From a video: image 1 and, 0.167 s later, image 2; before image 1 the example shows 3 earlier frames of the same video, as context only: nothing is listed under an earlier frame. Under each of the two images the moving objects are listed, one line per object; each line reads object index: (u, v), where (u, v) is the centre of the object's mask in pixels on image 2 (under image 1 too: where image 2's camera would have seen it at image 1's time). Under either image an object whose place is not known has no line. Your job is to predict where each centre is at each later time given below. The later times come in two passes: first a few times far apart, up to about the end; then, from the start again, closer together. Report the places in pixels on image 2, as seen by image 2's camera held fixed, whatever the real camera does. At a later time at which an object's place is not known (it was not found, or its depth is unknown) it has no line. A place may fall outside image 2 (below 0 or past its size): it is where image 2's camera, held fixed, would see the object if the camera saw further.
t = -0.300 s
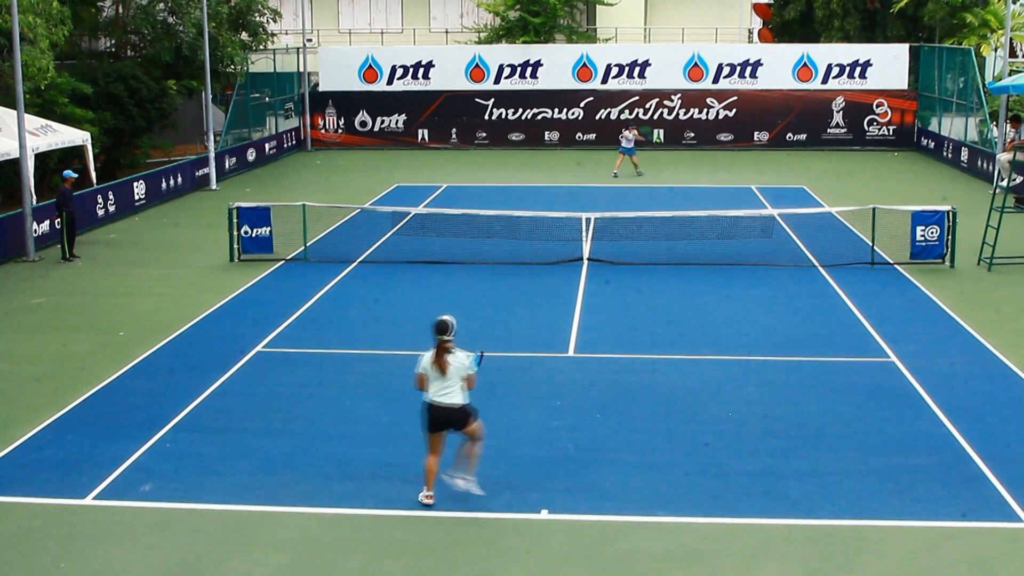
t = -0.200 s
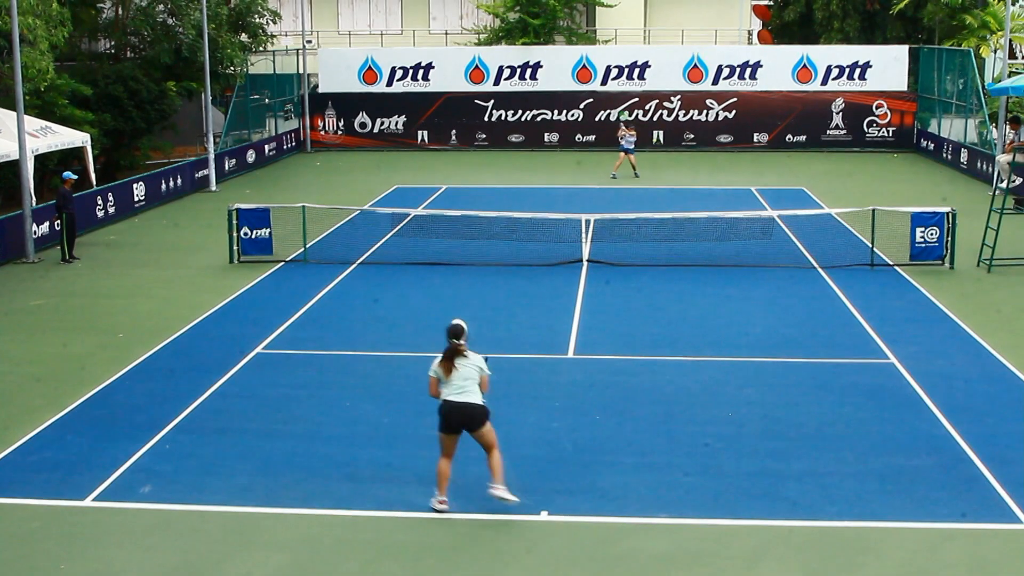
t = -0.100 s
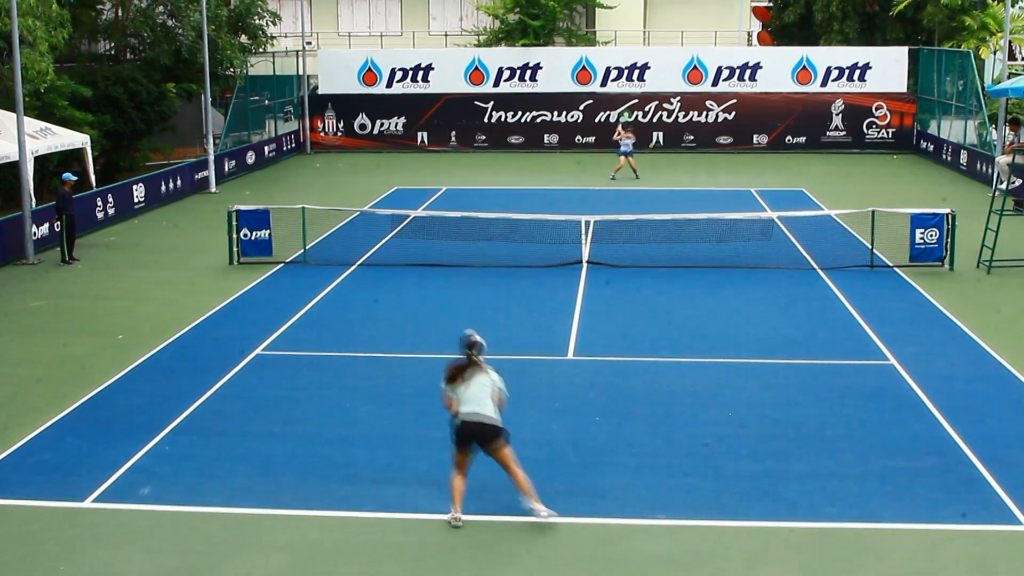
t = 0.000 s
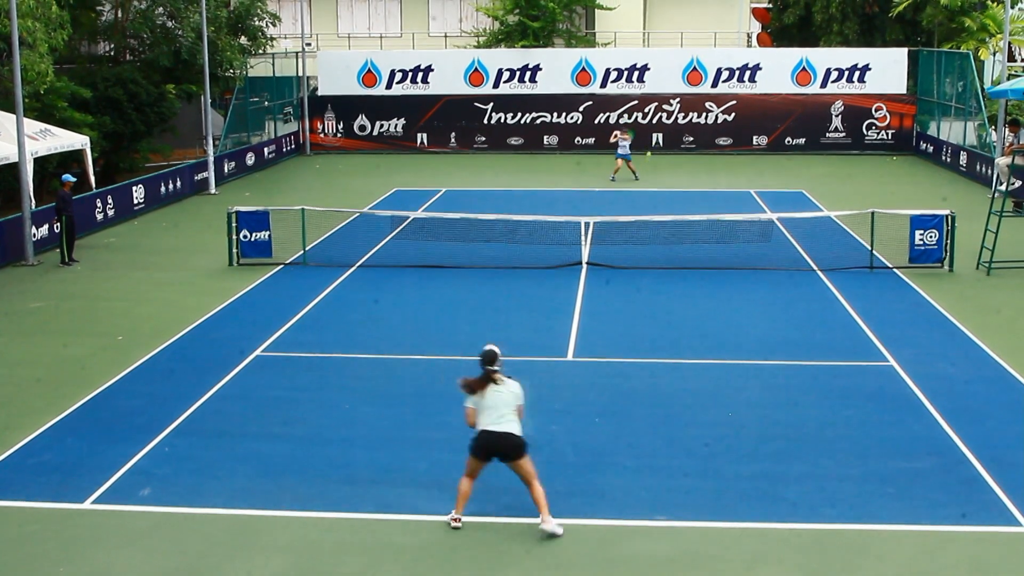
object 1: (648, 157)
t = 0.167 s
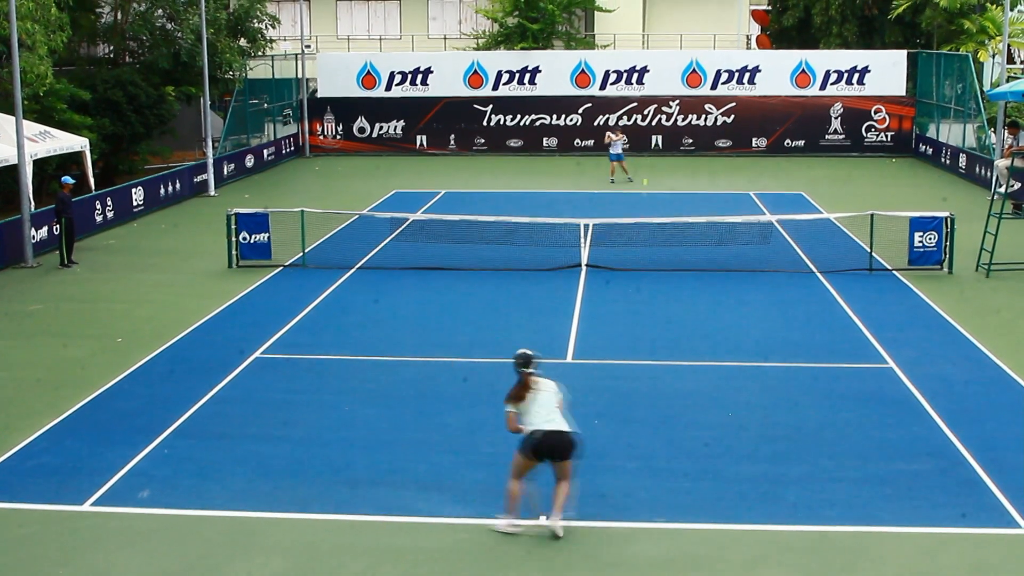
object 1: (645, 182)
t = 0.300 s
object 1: (643, 231)
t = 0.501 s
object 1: (643, 326)
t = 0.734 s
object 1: (641, 347)
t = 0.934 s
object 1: (640, 385)
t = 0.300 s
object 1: (643, 231)
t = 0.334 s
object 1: (643, 240)
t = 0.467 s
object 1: (643, 302)
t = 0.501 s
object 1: (643, 326)
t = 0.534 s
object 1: (643, 343)
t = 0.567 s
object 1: (642, 351)
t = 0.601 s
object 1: (642, 348)
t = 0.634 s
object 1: (640, 347)
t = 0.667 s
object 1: (640, 346)
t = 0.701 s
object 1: (640, 346)
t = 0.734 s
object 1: (641, 347)
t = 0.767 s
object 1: (640, 350)
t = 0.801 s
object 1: (640, 353)
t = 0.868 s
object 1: (640, 364)
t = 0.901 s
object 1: (640, 373)
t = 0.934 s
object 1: (640, 385)
